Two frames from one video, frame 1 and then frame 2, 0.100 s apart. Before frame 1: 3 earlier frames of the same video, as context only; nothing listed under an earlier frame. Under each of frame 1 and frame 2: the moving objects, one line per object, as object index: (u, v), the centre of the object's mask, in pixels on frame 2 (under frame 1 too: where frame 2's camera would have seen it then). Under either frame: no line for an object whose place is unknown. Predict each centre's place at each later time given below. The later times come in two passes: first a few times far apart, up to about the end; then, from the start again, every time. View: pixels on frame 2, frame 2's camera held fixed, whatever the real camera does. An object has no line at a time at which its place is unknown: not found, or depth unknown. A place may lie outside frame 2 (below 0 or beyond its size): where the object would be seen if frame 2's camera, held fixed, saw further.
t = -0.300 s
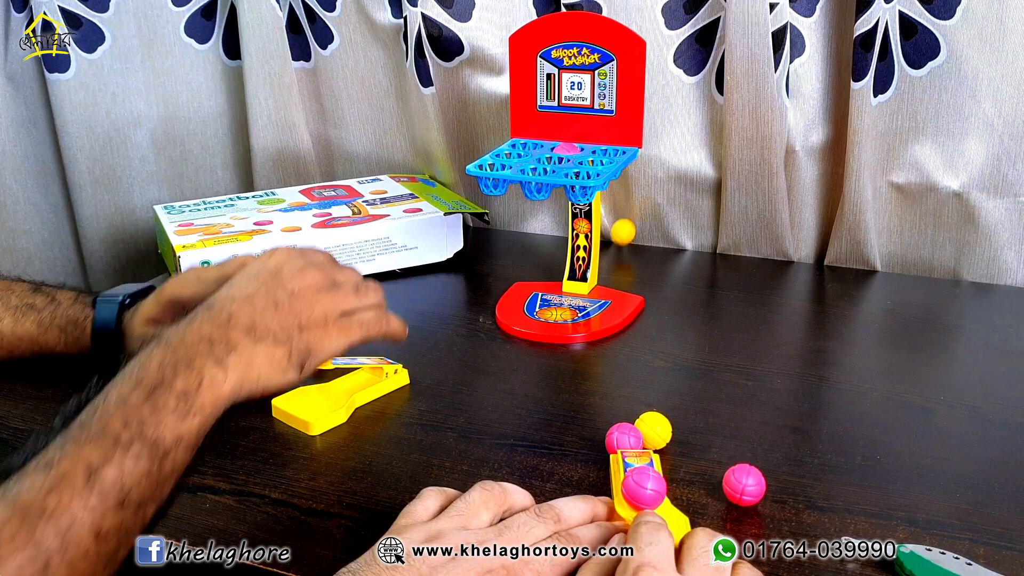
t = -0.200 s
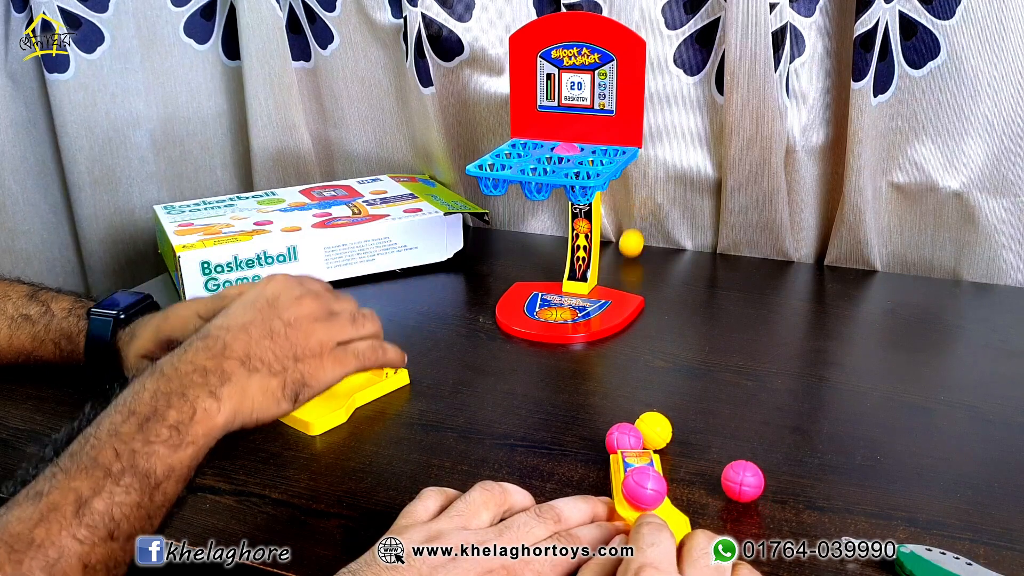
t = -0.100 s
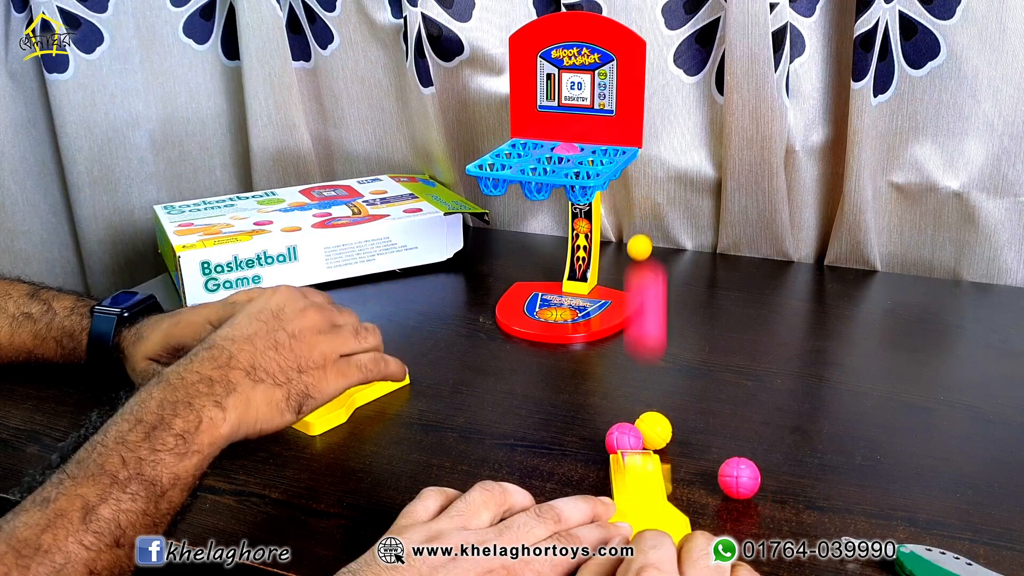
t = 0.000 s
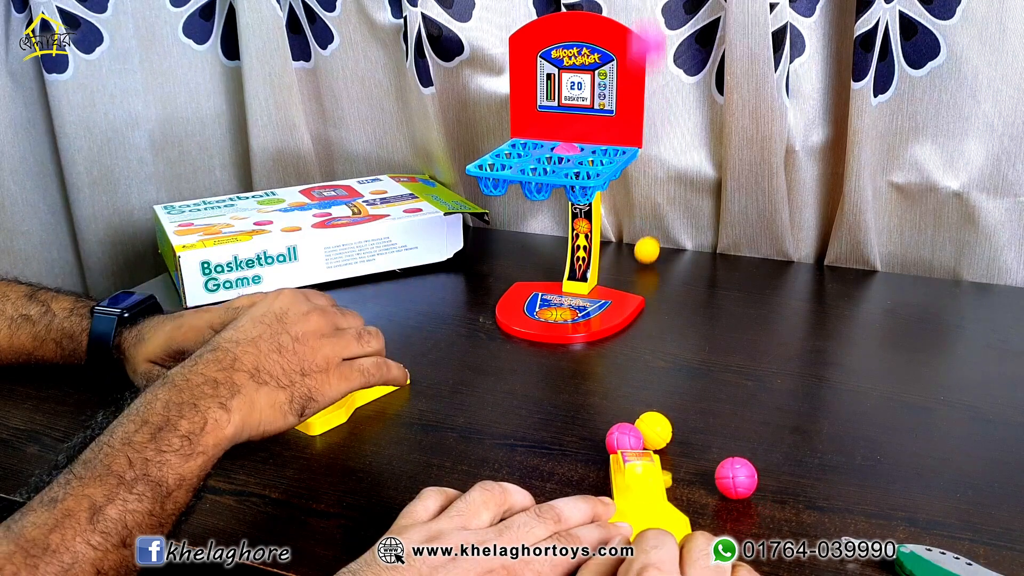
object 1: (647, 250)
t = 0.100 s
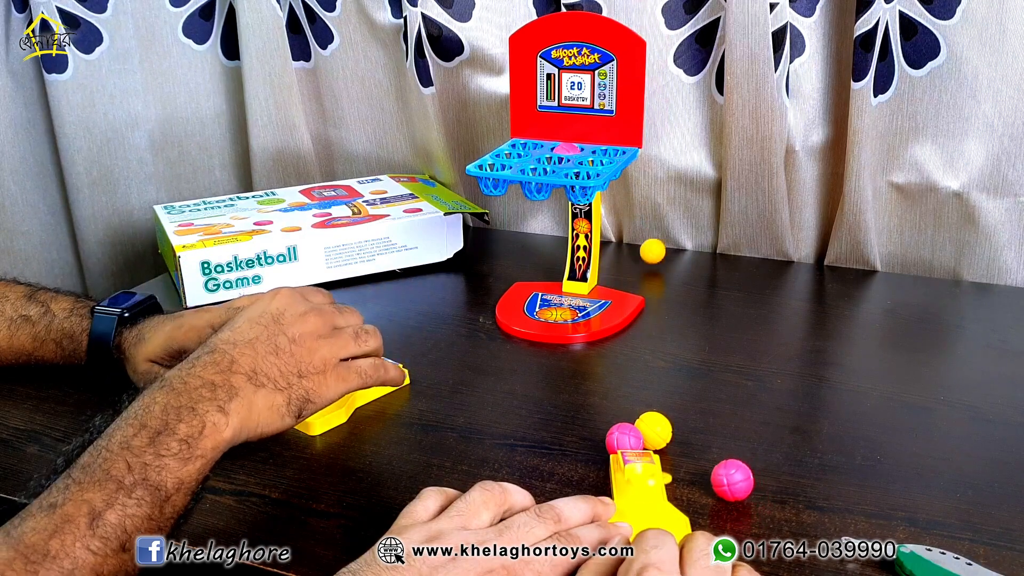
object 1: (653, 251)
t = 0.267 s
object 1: (661, 261)
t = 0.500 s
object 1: (680, 274)
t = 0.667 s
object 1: (695, 281)
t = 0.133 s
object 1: (654, 254)
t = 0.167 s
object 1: (656, 255)
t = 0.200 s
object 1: (658, 258)
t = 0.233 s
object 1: (659, 259)
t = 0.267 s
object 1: (661, 261)
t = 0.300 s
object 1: (663, 263)
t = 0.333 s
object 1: (666, 265)
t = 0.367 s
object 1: (668, 267)
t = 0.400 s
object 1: (671, 269)
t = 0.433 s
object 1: (674, 270)
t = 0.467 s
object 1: (677, 272)
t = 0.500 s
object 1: (680, 274)
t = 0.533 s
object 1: (682, 275)
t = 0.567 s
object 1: (686, 277)
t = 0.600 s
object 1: (689, 278)
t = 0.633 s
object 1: (692, 280)
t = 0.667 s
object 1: (695, 281)
